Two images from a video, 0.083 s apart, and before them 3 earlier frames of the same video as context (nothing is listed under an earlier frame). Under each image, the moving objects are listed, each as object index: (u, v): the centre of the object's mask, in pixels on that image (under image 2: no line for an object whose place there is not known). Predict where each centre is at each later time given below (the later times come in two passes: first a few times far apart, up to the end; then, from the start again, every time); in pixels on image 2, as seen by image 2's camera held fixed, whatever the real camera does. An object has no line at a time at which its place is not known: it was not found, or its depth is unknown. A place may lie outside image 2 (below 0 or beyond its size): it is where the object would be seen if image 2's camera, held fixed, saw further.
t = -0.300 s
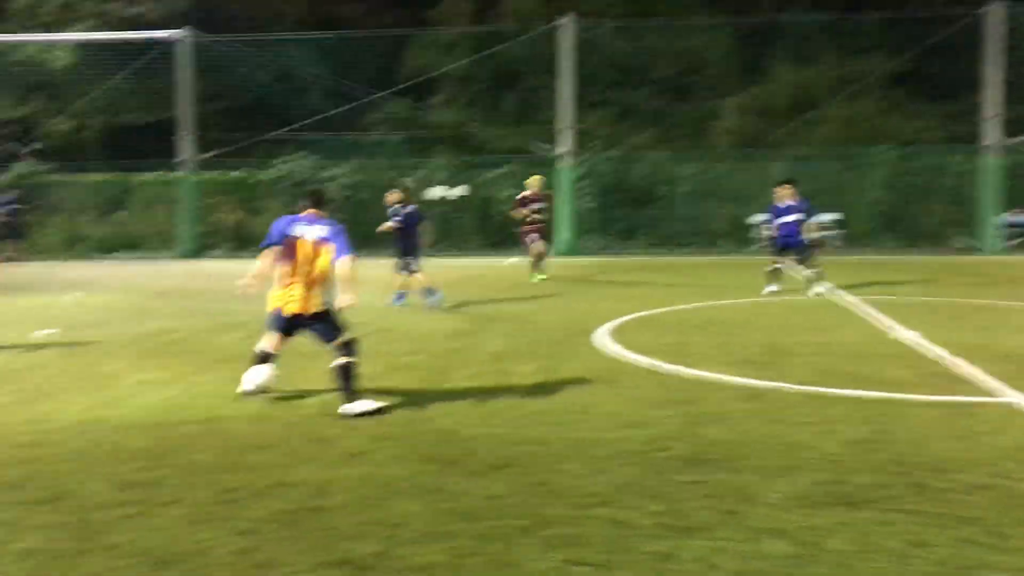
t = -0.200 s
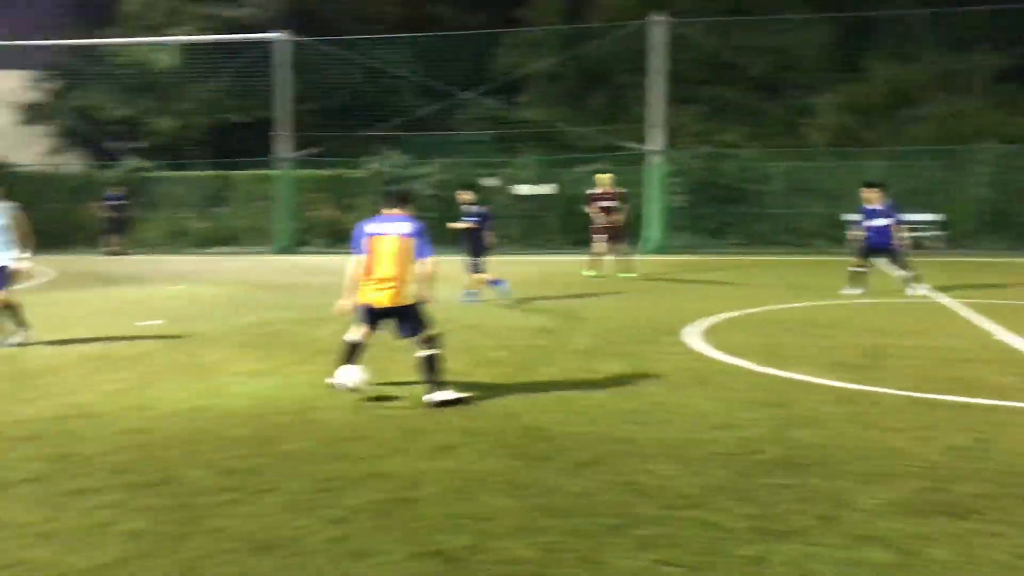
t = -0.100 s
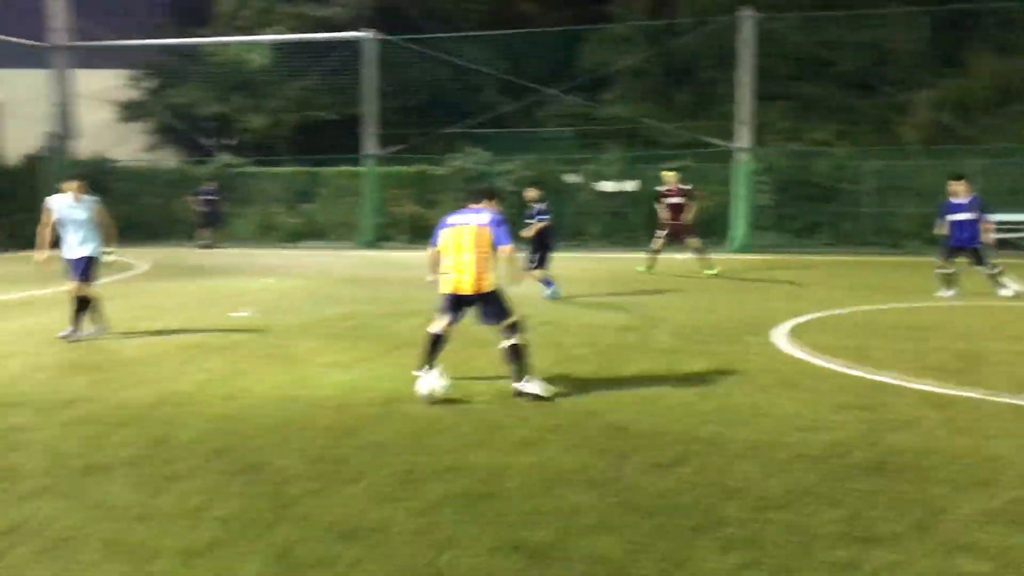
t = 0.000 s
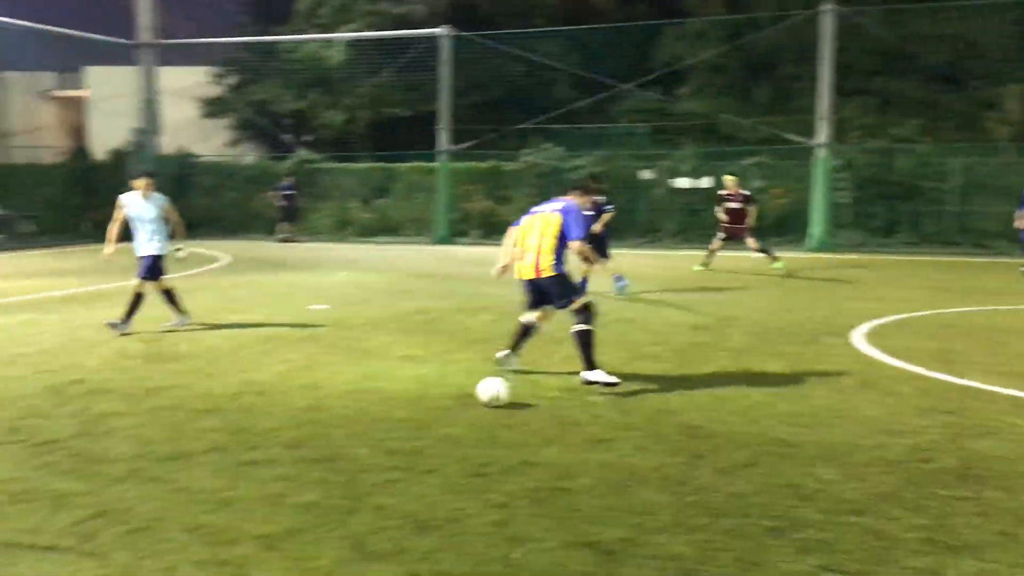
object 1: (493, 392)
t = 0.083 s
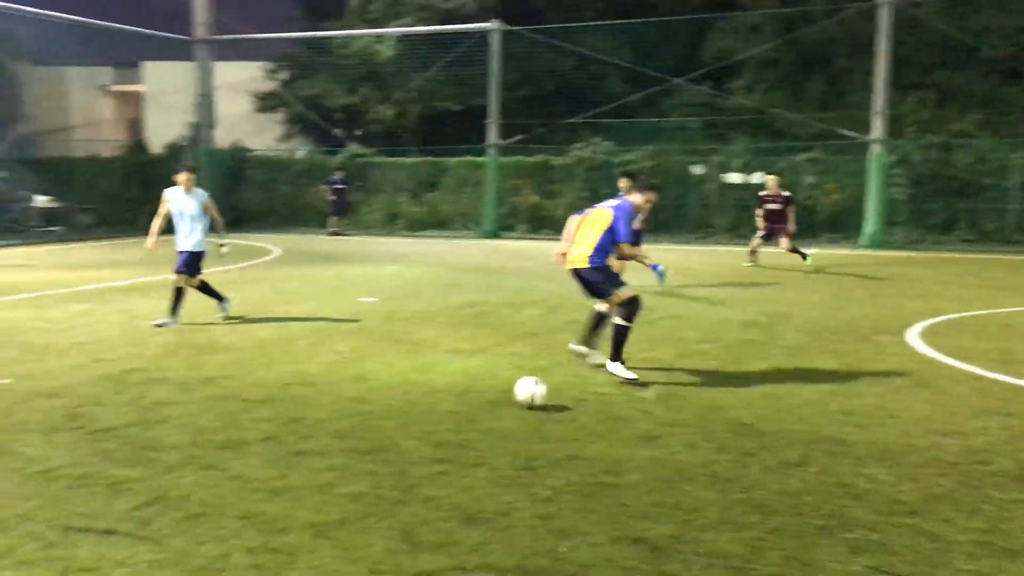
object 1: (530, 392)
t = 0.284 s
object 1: (502, 412)
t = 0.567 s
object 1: (454, 443)
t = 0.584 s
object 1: (451, 443)
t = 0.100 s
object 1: (529, 395)
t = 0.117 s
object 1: (526, 396)
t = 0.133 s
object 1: (525, 398)
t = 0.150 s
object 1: (522, 399)
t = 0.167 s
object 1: (520, 400)
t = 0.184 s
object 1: (518, 402)
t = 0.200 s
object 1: (515, 404)
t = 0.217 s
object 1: (512, 406)
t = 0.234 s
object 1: (509, 406)
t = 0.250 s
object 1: (507, 408)
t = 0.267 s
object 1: (504, 410)
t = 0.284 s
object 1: (502, 412)
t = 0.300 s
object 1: (499, 413)
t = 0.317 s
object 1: (497, 415)
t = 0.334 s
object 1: (495, 416)
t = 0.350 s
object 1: (492, 417)
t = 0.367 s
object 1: (489, 420)
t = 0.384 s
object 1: (486, 422)
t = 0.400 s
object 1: (483, 423)
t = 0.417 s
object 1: (481, 424)
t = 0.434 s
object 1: (478, 426)
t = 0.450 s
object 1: (476, 428)
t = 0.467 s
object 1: (473, 431)
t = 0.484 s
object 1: (470, 432)
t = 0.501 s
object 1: (467, 434)
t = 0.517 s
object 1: (464, 436)
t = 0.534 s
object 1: (461, 437)
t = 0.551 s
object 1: (457, 440)
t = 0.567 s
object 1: (454, 443)
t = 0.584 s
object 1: (451, 443)
